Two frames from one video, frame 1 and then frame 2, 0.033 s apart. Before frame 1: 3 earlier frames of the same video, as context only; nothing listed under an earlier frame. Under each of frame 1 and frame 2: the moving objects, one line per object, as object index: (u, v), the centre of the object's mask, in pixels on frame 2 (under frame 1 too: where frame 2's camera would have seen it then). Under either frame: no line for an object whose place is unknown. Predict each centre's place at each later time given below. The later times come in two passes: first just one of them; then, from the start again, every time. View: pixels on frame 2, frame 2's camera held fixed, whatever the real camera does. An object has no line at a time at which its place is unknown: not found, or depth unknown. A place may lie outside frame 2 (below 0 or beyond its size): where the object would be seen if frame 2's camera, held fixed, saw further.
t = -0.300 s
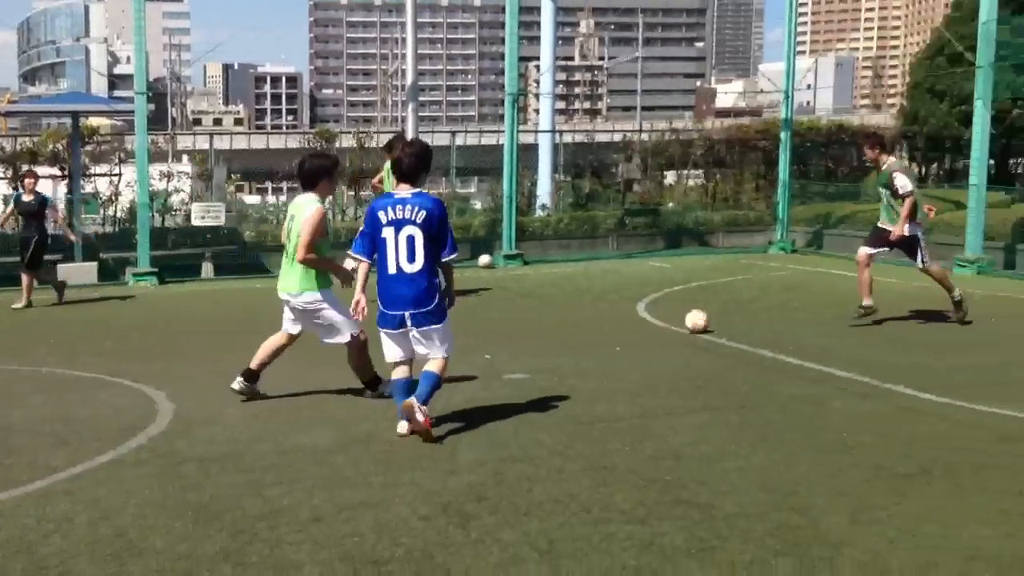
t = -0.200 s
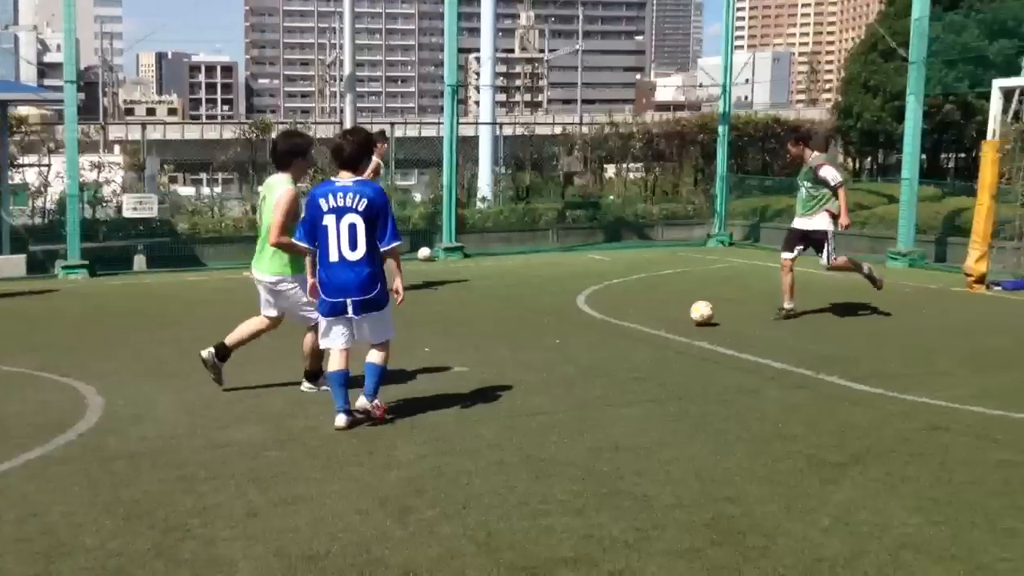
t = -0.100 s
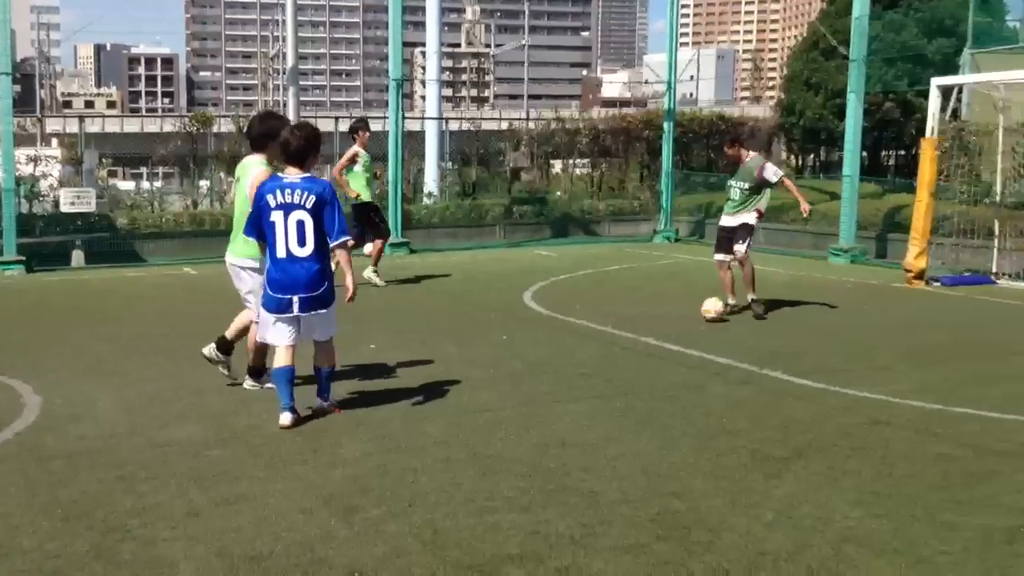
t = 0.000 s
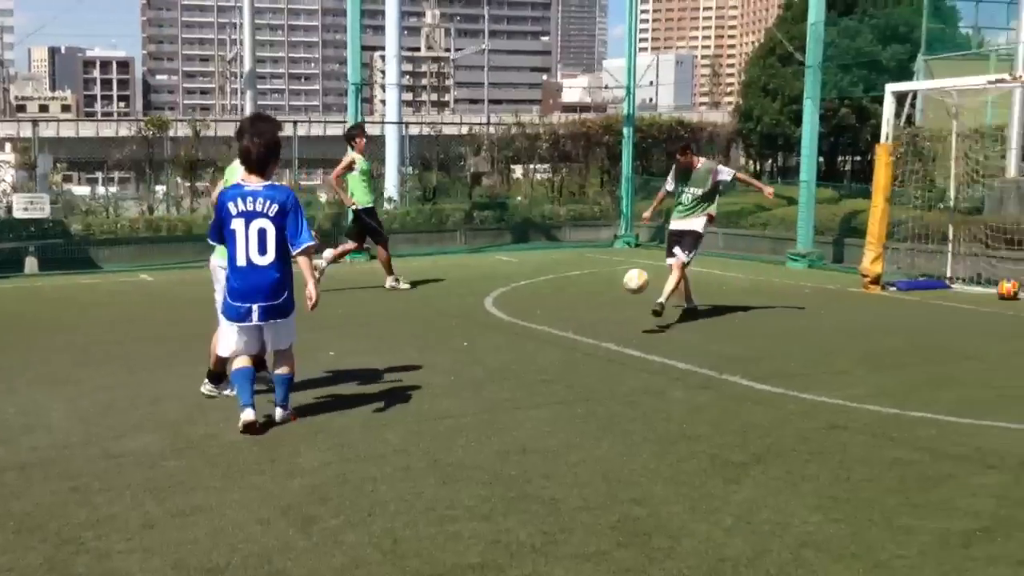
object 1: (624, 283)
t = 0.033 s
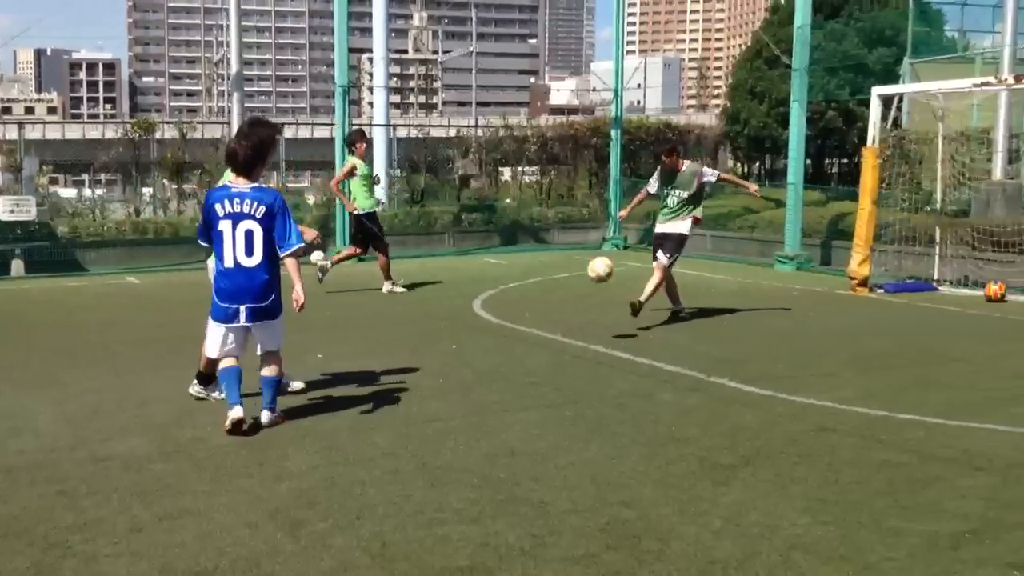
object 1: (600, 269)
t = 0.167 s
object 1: (491, 219)
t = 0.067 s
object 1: (575, 256)
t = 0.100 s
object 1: (548, 244)
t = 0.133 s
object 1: (520, 231)
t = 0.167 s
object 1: (491, 219)
